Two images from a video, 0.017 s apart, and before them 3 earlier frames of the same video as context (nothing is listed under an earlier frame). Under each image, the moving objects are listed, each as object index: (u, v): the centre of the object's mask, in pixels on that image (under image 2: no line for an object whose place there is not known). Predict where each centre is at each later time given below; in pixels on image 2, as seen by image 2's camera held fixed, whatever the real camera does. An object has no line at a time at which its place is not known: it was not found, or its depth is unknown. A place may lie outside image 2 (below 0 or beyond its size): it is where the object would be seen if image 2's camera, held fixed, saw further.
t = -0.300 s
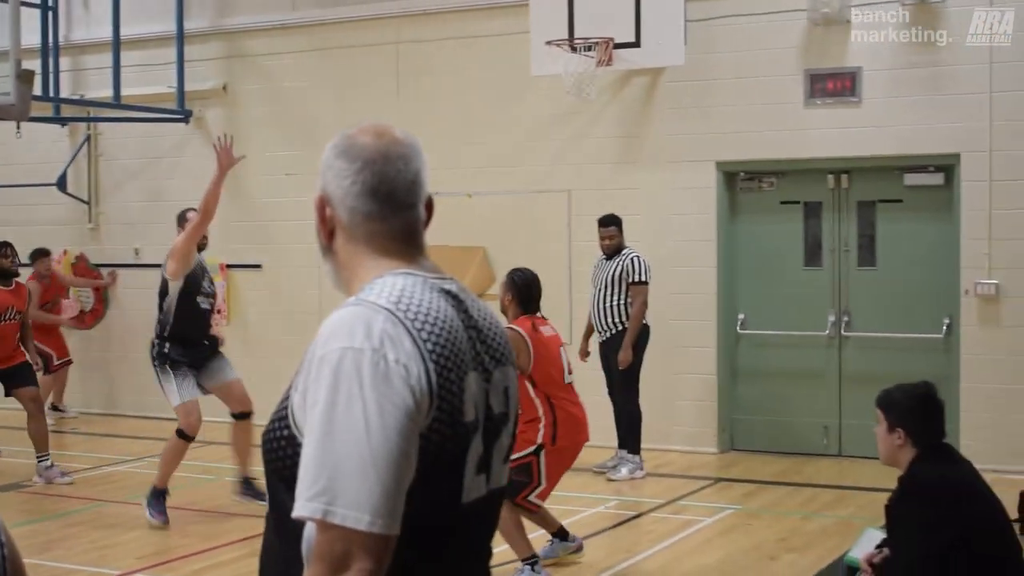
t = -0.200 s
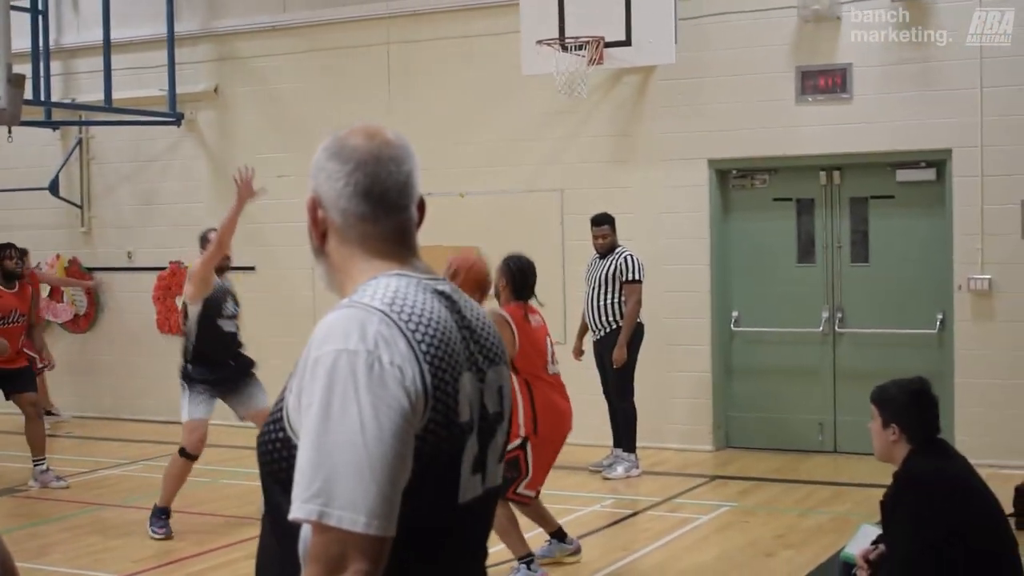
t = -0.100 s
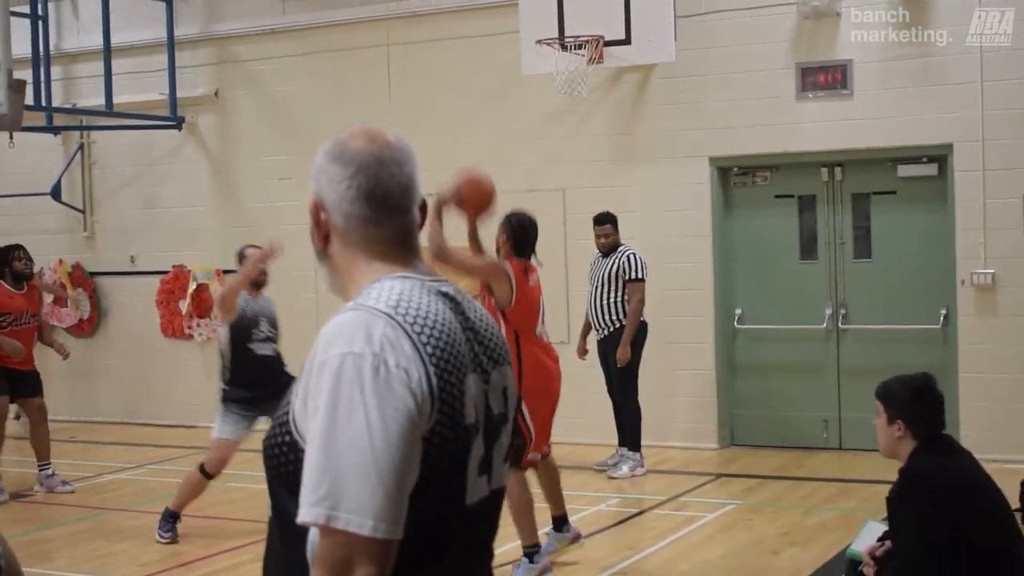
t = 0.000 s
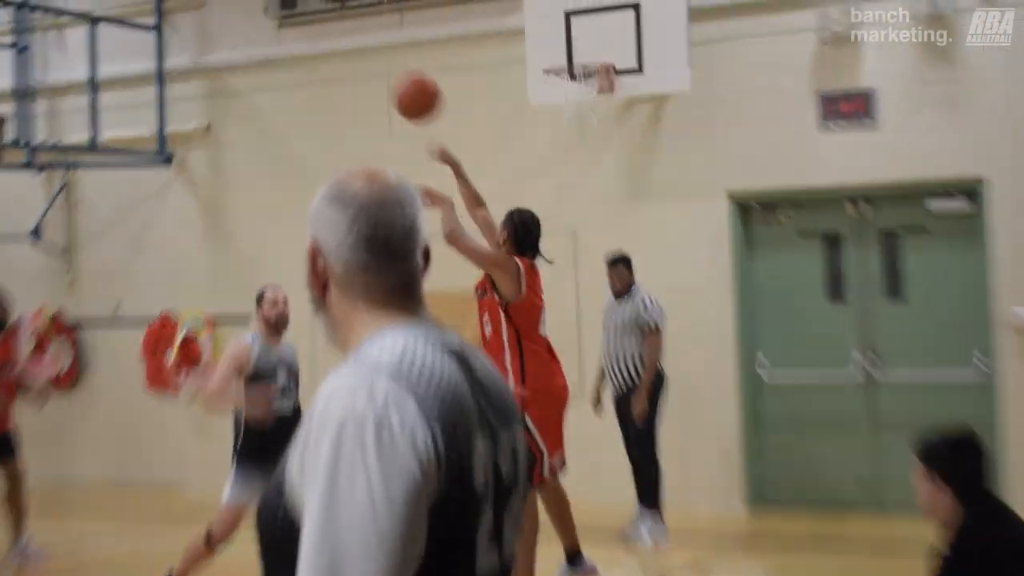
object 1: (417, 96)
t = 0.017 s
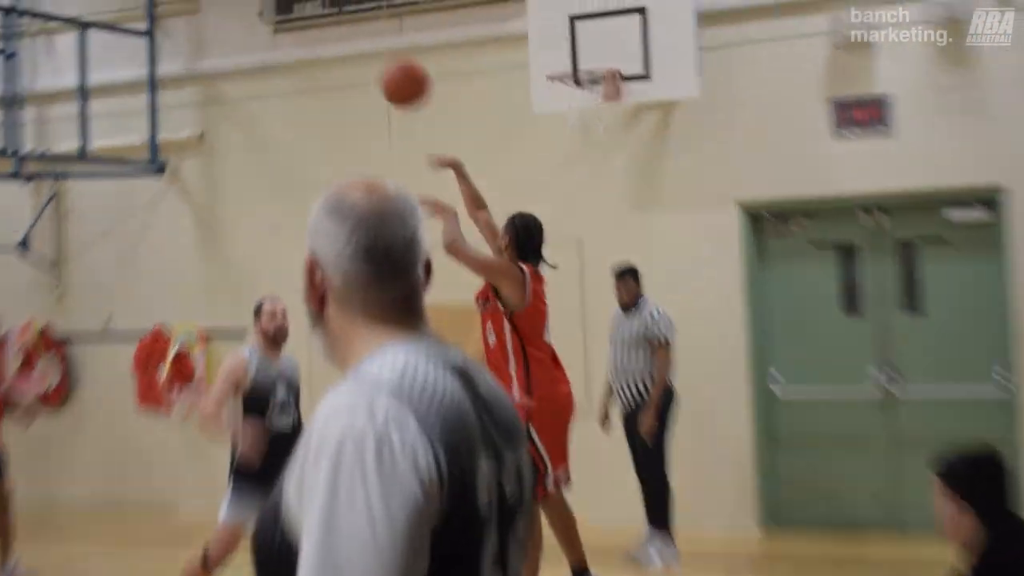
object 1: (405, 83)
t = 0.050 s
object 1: (380, 43)
